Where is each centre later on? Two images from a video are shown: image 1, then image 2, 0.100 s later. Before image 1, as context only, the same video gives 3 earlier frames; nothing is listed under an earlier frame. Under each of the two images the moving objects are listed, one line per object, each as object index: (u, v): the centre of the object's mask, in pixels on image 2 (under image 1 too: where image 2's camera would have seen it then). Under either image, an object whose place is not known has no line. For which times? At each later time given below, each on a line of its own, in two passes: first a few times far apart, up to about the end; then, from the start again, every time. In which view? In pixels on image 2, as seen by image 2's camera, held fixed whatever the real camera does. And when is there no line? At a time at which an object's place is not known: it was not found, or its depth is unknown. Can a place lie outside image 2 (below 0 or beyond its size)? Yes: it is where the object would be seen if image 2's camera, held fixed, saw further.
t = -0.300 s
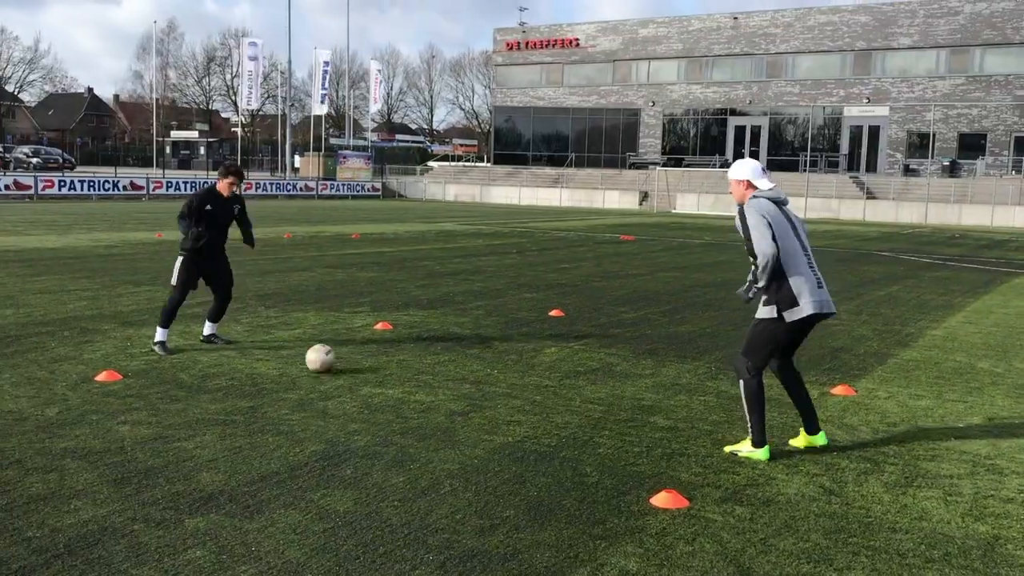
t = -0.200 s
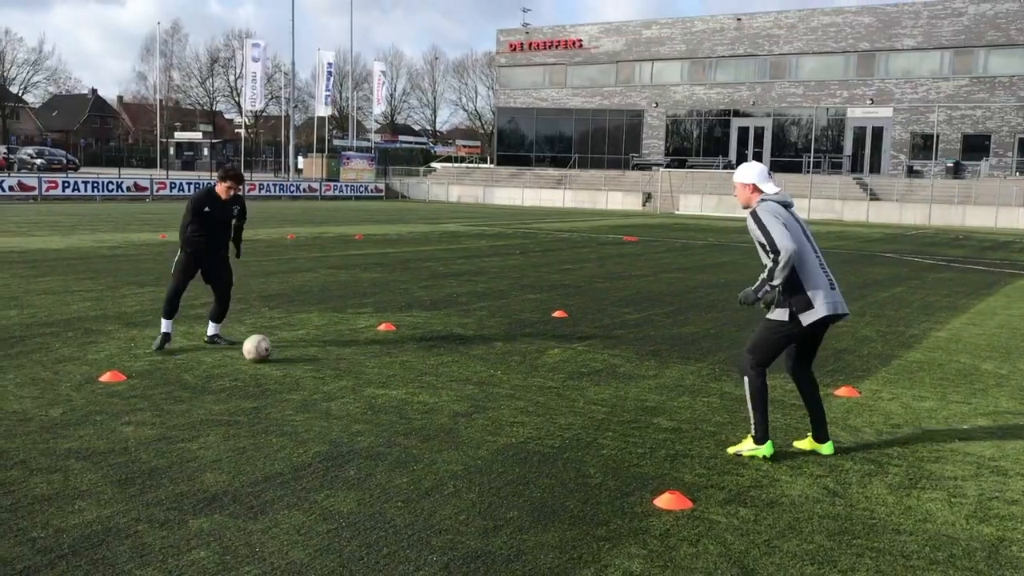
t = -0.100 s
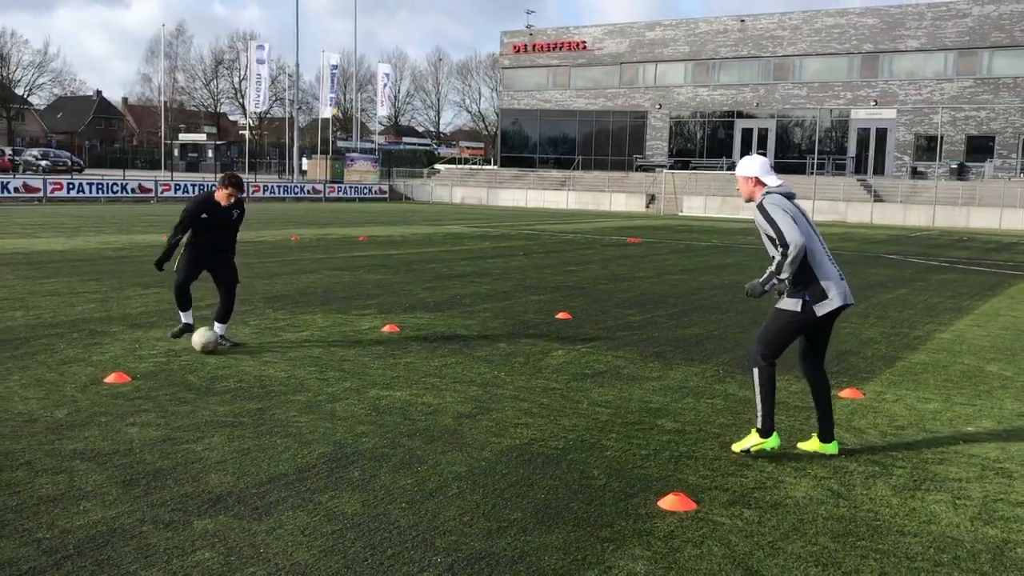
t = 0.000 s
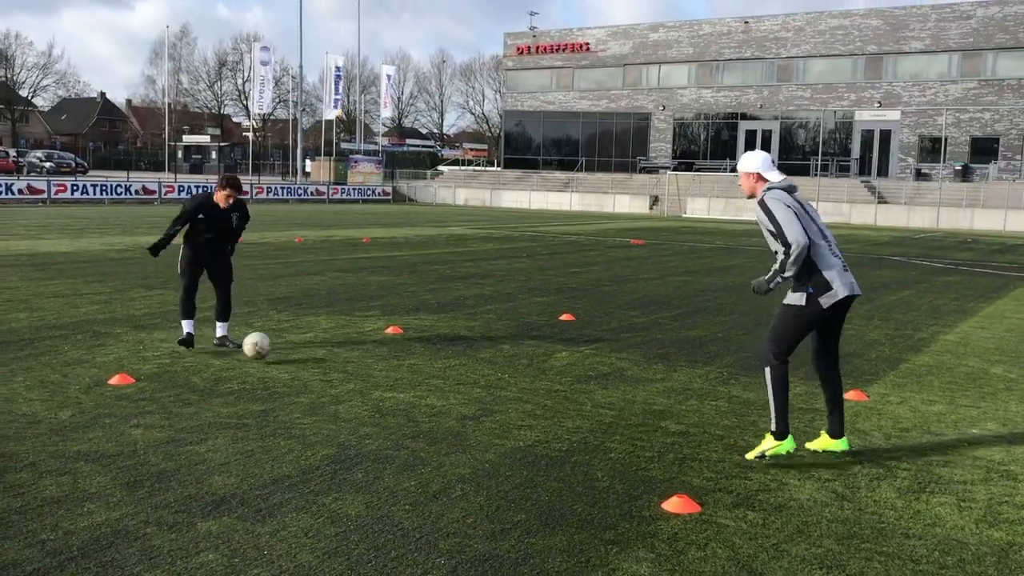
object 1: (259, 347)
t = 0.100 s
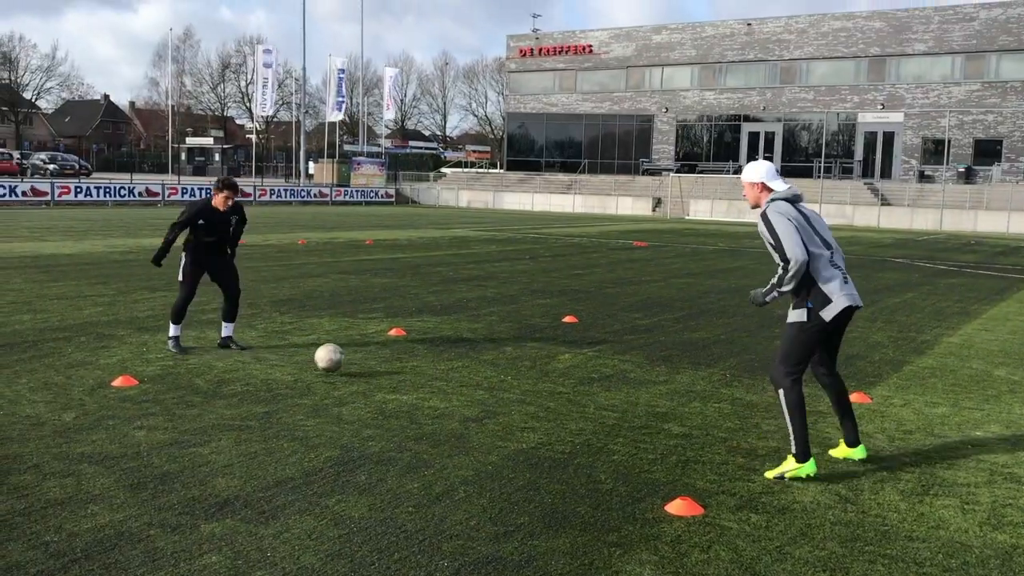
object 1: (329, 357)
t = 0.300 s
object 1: (470, 383)
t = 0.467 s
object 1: (583, 399)
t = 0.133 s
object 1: (354, 364)
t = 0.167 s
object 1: (378, 369)
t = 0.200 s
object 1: (400, 370)
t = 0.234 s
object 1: (423, 374)
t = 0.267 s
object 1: (447, 378)
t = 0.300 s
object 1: (470, 383)
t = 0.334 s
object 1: (493, 385)
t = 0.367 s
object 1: (516, 389)
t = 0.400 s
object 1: (539, 394)
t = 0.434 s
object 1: (560, 396)
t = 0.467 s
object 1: (583, 399)
